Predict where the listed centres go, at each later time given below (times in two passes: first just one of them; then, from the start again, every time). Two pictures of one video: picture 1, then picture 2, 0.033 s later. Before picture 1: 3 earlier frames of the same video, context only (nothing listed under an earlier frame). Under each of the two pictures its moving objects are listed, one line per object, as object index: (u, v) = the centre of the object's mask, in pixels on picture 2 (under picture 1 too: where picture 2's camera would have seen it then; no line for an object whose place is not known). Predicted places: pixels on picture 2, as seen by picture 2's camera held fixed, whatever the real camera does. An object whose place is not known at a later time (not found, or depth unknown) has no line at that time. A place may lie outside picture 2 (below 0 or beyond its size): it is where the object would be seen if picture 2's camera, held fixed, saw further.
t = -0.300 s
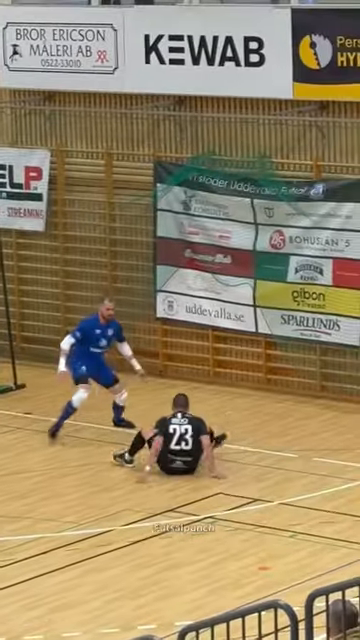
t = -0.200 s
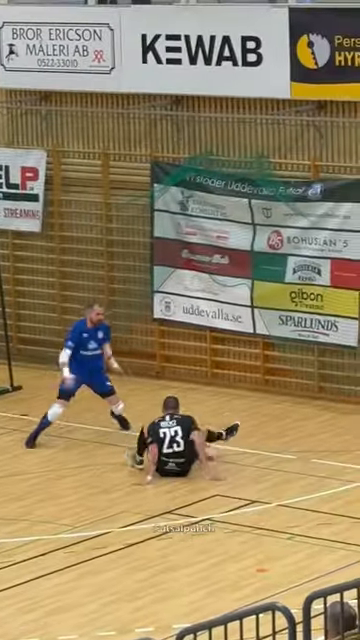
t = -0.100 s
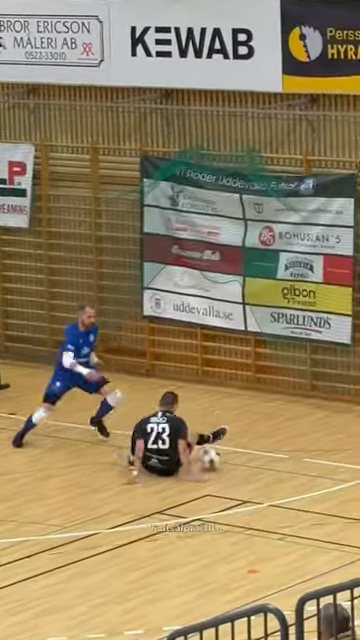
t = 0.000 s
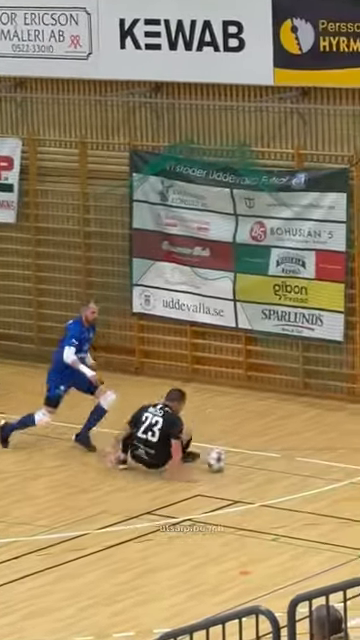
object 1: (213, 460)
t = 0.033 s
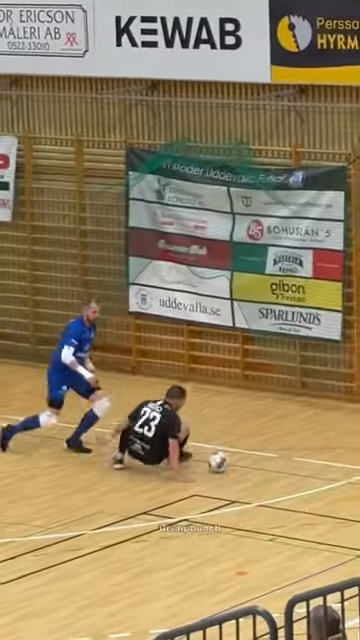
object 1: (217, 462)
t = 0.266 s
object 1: (252, 466)
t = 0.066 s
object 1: (222, 462)
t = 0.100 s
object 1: (228, 463)
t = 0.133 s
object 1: (233, 464)
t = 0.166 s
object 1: (238, 464)
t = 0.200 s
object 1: (242, 465)
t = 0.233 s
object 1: (248, 465)
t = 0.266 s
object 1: (252, 466)
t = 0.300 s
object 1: (257, 467)
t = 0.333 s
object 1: (262, 467)
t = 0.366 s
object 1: (268, 468)
